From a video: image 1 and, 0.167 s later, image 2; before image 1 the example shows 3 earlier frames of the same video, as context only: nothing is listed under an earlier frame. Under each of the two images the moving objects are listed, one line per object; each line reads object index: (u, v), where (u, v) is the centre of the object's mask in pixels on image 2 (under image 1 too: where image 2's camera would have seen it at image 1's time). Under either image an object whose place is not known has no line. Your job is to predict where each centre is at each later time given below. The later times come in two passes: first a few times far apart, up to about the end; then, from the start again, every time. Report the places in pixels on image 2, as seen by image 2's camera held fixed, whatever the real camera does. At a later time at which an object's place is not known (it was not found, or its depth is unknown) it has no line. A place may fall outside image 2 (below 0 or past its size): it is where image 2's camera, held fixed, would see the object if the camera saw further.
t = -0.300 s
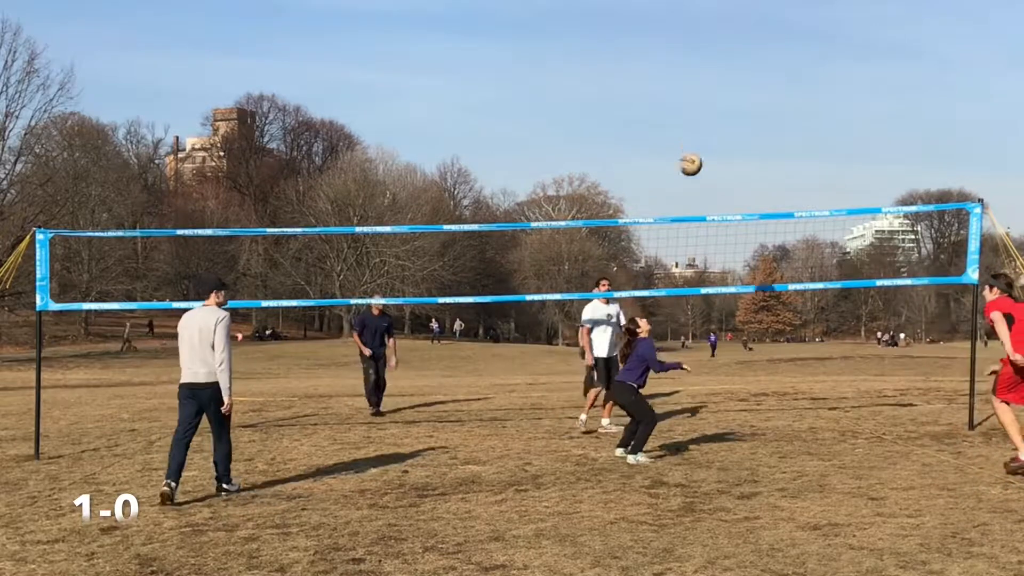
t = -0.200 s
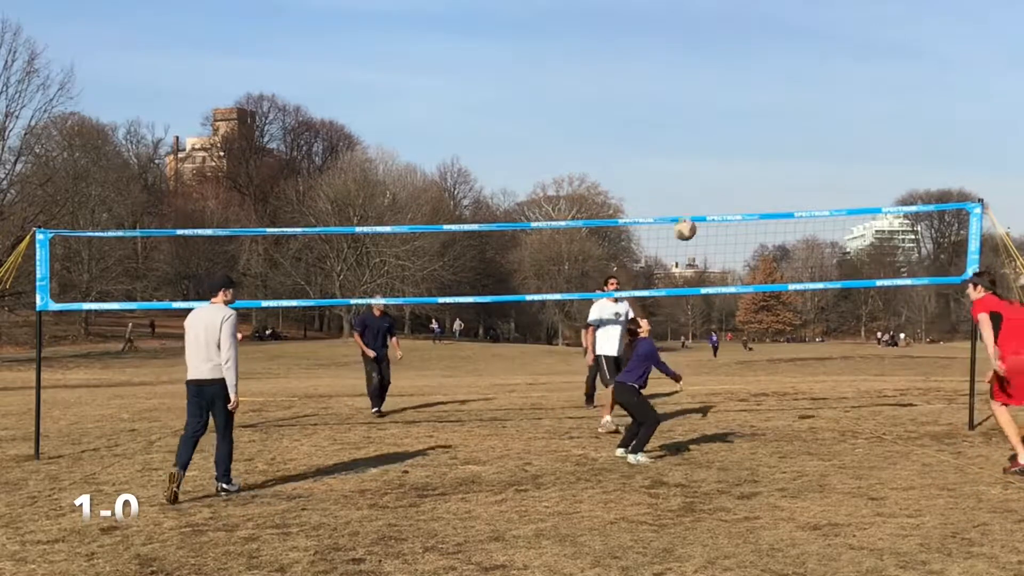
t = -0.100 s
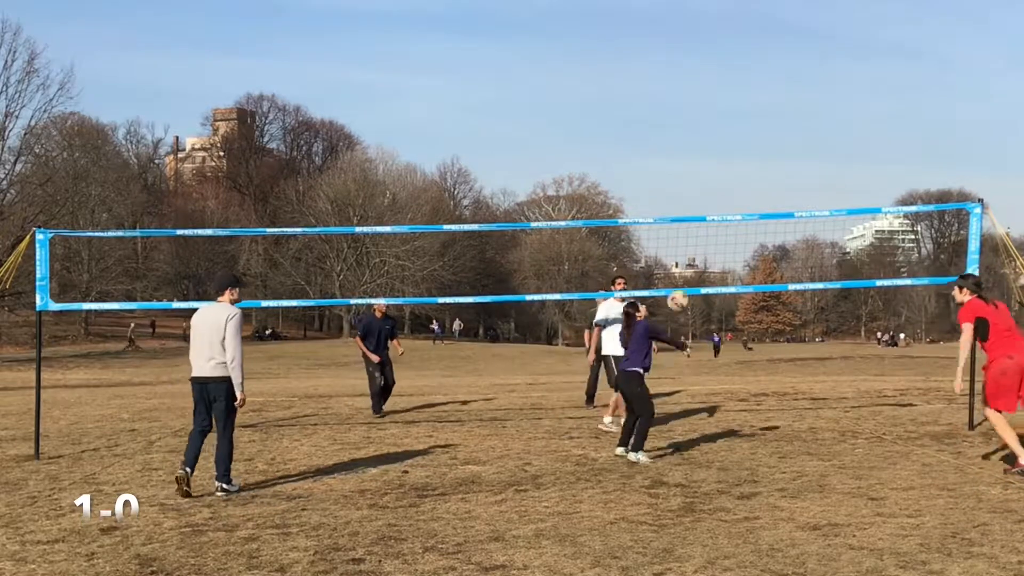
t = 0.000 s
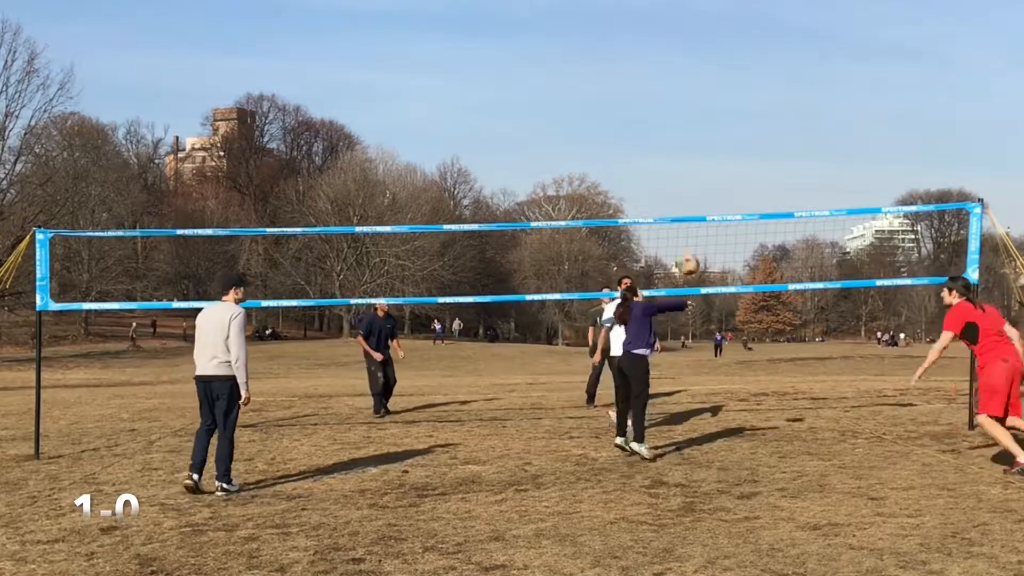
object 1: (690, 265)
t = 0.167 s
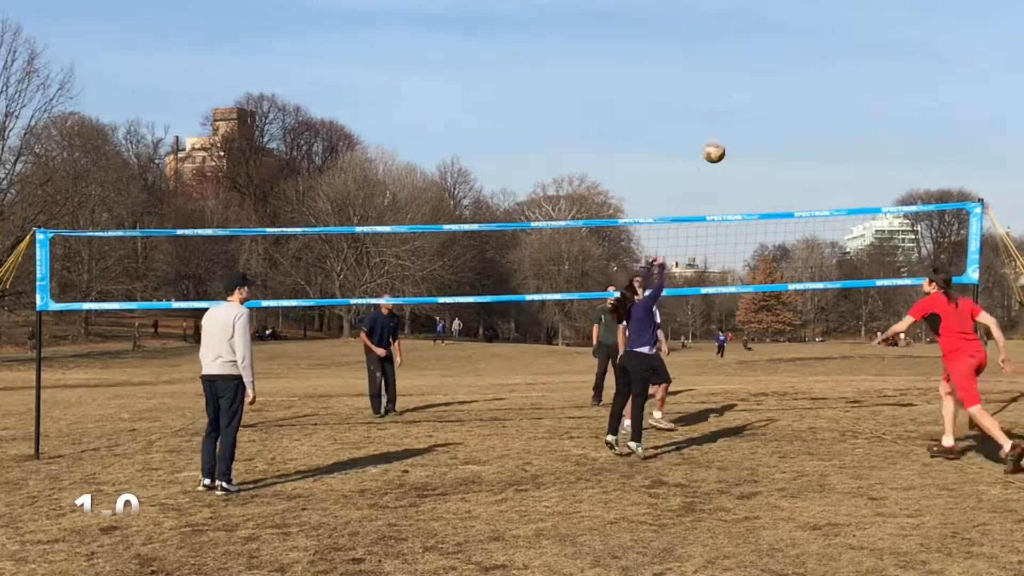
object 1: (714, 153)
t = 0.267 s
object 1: (730, 100)
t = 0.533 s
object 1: (770, 14)
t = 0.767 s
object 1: (803, 4)
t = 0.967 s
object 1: (830, 27)
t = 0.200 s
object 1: (719, 134)
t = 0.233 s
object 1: (725, 117)
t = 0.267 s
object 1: (730, 100)
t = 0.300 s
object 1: (735, 85)
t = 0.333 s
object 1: (740, 72)
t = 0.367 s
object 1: (746, 60)
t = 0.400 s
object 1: (750, 48)
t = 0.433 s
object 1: (755, 37)
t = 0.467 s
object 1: (760, 28)
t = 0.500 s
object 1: (765, 20)
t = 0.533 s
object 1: (770, 14)
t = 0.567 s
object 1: (774, 9)
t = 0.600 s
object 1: (779, 7)
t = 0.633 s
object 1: (784, 5)
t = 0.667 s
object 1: (789, 4)
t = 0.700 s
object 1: (794, 3)
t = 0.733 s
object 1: (798, 3)
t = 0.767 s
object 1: (803, 4)
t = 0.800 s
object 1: (807, 5)
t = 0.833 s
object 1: (812, 6)
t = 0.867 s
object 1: (817, 9)
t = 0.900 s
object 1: (821, 13)
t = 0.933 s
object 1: (825, 20)
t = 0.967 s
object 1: (830, 27)
